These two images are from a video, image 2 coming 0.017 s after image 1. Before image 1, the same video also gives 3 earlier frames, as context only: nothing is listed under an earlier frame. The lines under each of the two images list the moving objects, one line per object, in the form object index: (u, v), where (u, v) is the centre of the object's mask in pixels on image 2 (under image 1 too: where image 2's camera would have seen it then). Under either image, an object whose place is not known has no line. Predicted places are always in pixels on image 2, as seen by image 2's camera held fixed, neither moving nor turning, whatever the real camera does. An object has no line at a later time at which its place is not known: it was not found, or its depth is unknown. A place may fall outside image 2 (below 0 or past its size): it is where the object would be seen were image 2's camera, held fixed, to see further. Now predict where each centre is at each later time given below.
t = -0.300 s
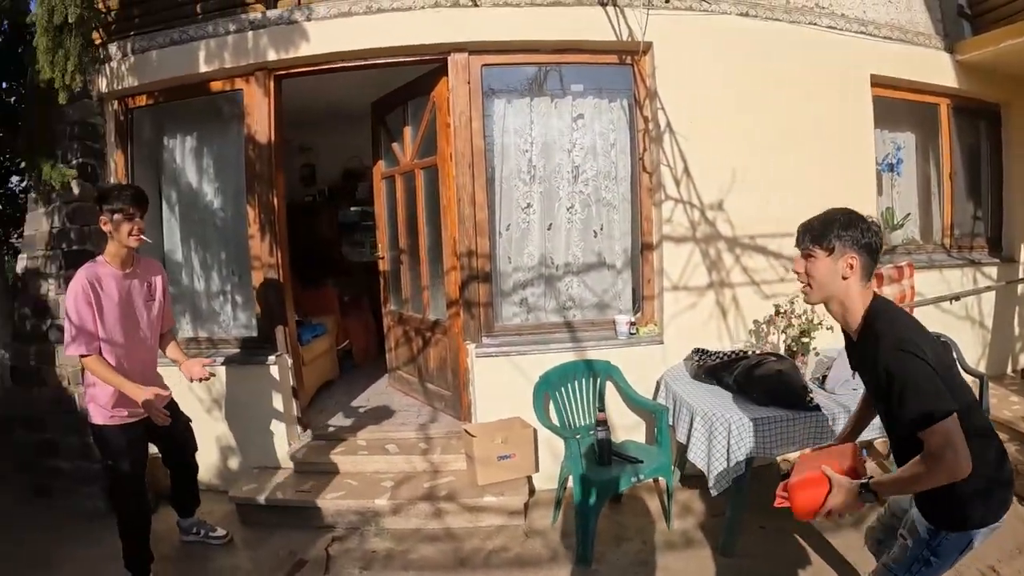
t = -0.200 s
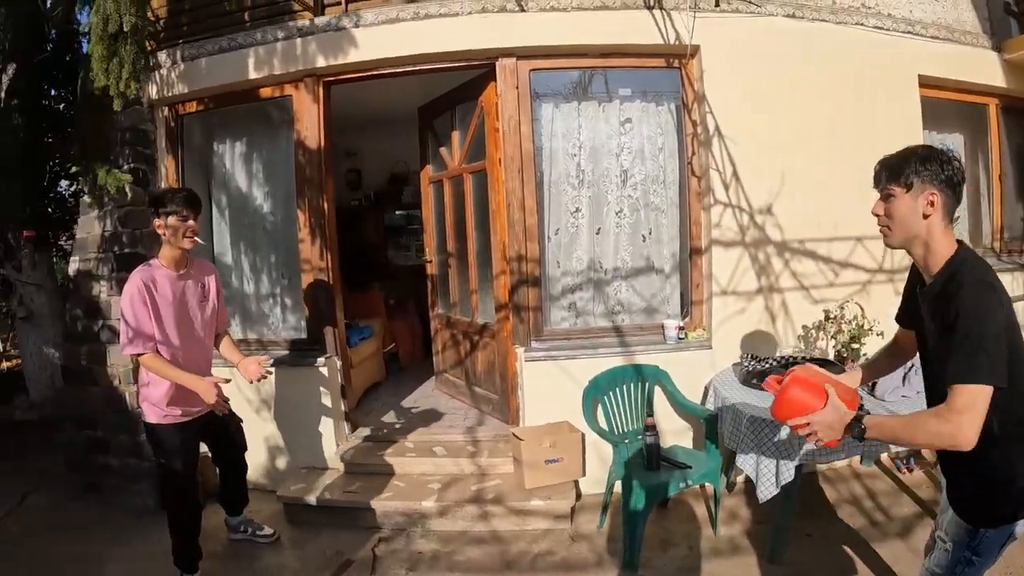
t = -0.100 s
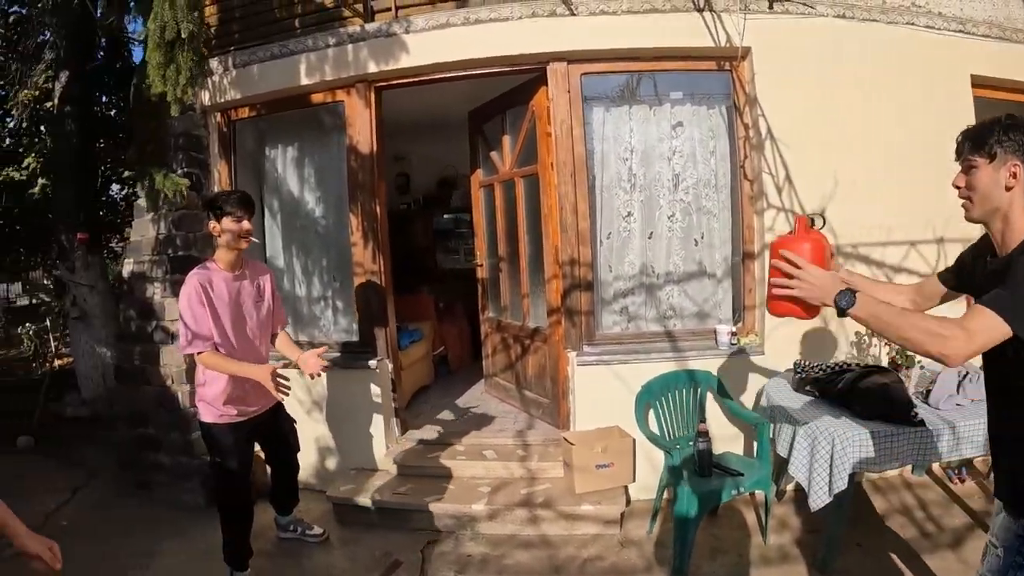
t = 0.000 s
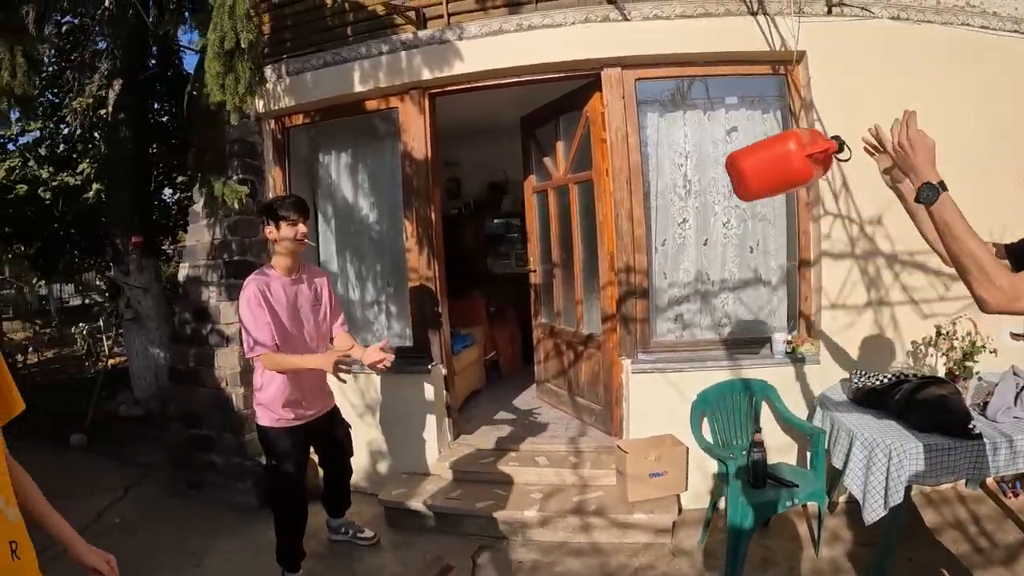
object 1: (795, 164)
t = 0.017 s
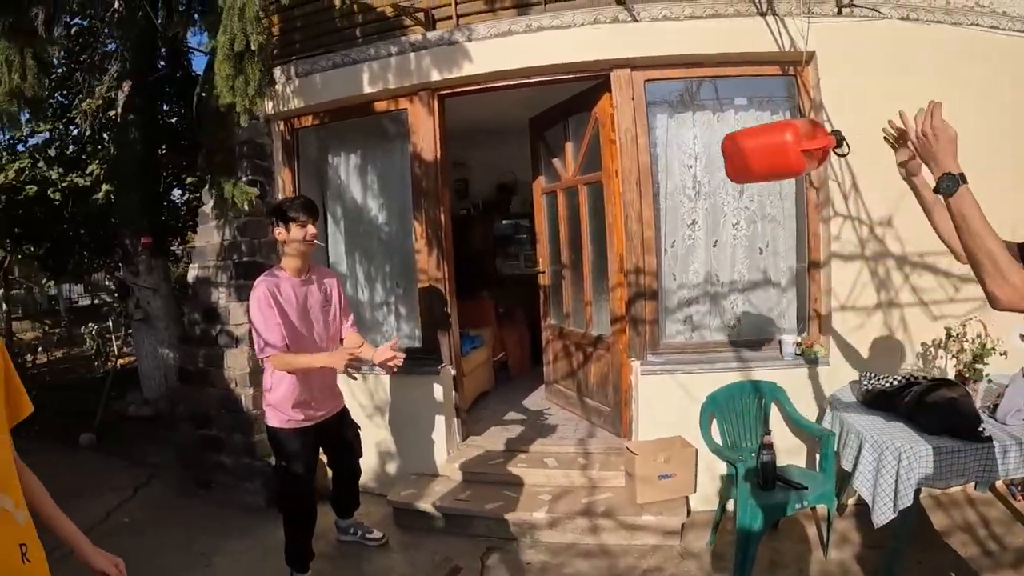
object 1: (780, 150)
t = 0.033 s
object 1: (764, 138)
